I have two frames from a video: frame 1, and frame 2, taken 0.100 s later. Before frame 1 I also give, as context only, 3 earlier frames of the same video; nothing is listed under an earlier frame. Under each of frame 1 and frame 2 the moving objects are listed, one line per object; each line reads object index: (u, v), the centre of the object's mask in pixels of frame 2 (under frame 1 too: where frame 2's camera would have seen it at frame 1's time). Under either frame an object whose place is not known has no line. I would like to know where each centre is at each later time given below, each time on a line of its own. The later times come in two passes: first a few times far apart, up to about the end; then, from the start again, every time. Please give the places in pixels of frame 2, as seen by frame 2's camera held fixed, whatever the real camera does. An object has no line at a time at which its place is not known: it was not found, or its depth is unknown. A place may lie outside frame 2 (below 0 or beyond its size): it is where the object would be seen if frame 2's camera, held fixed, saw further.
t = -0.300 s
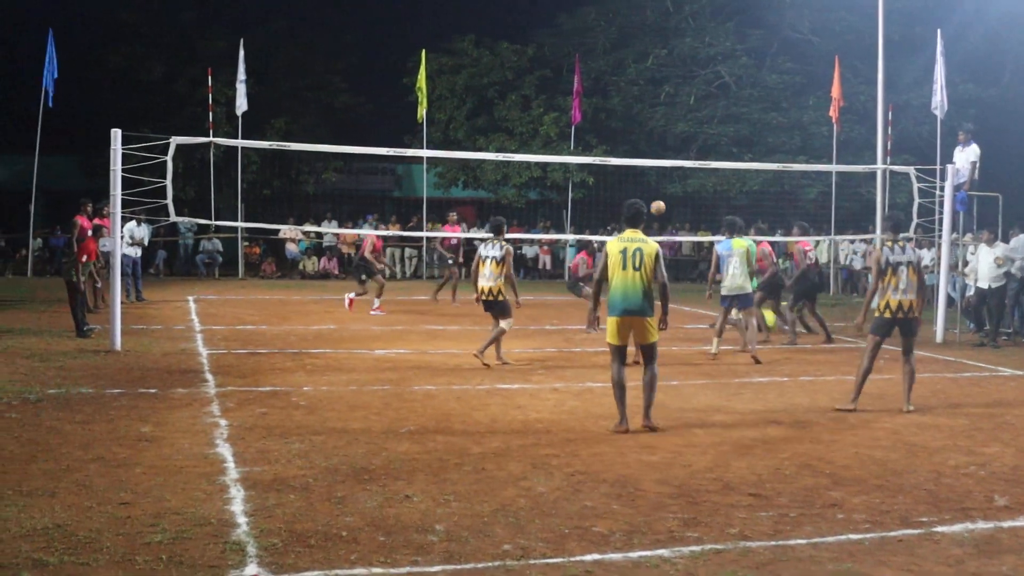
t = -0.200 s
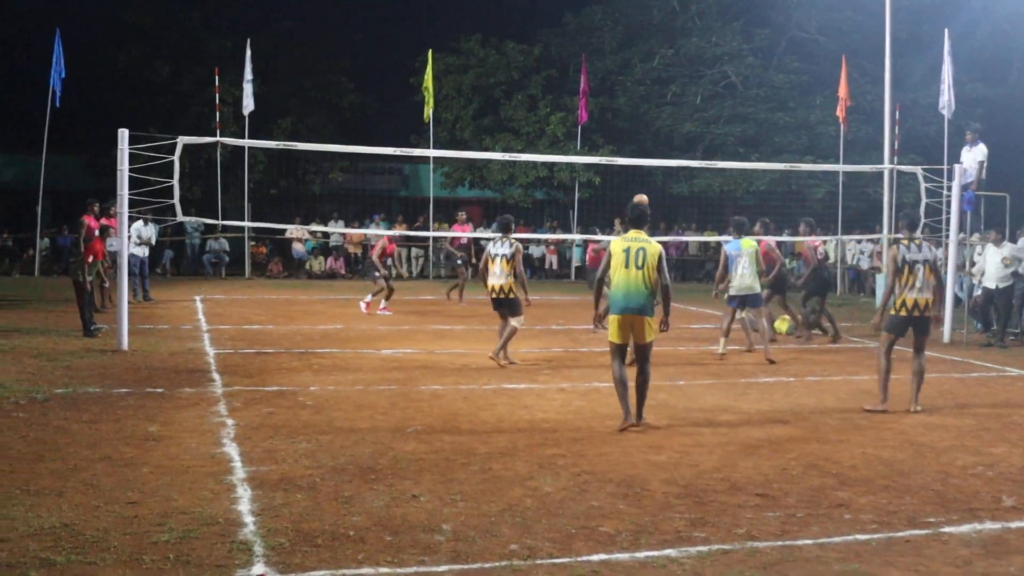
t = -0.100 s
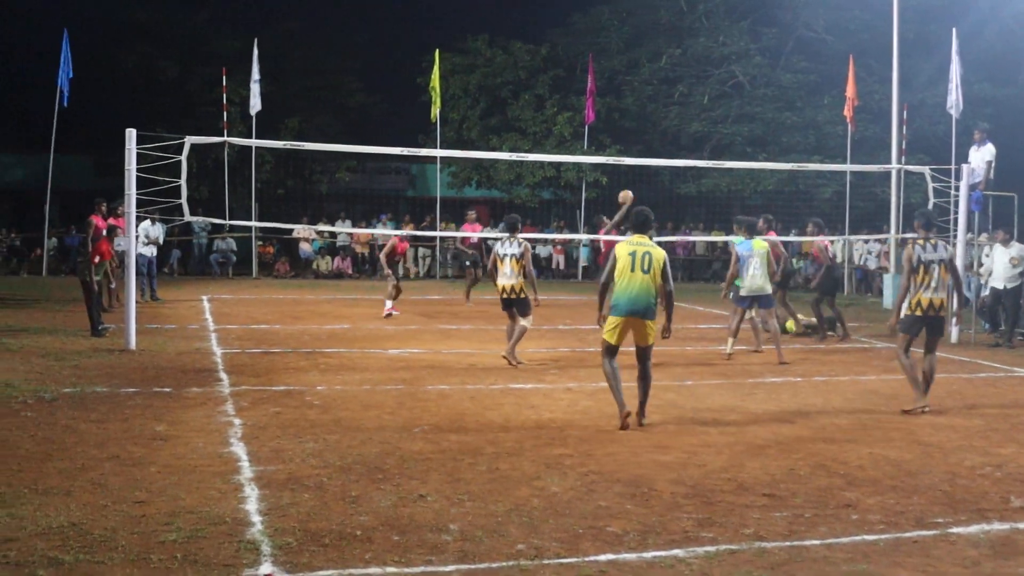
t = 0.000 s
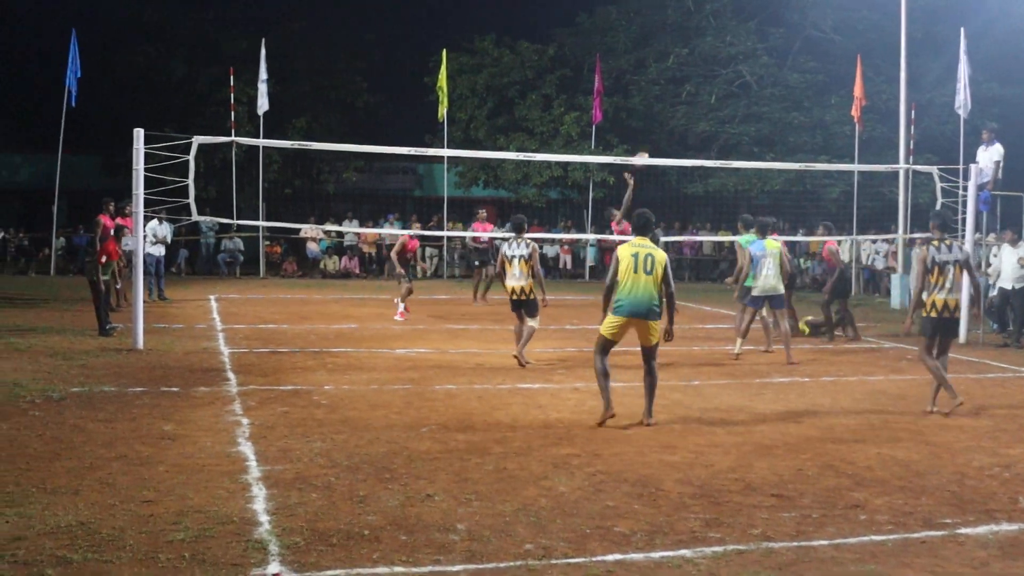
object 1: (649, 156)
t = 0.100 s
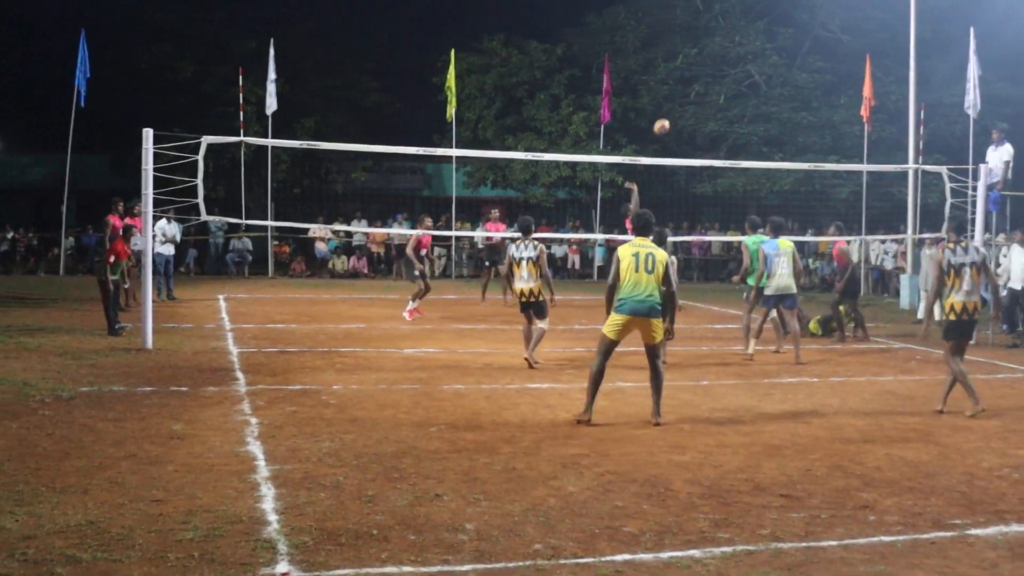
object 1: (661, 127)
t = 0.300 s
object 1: (688, 79)
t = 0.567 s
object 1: (720, 60)
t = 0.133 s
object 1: (666, 117)
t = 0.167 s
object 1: (670, 108)
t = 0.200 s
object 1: (675, 99)
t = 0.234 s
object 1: (679, 92)
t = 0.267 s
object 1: (683, 85)
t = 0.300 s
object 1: (688, 79)
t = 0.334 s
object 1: (692, 74)
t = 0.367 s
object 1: (696, 70)
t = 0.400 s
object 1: (701, 66)
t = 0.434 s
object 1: (705, 64)
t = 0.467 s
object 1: (709, 61)
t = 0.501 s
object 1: (712, 60)
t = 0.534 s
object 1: (716, 60)
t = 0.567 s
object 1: (720, 60)
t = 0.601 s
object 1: (724, 61)
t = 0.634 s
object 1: (727, 63)
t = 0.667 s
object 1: (731, 66)
